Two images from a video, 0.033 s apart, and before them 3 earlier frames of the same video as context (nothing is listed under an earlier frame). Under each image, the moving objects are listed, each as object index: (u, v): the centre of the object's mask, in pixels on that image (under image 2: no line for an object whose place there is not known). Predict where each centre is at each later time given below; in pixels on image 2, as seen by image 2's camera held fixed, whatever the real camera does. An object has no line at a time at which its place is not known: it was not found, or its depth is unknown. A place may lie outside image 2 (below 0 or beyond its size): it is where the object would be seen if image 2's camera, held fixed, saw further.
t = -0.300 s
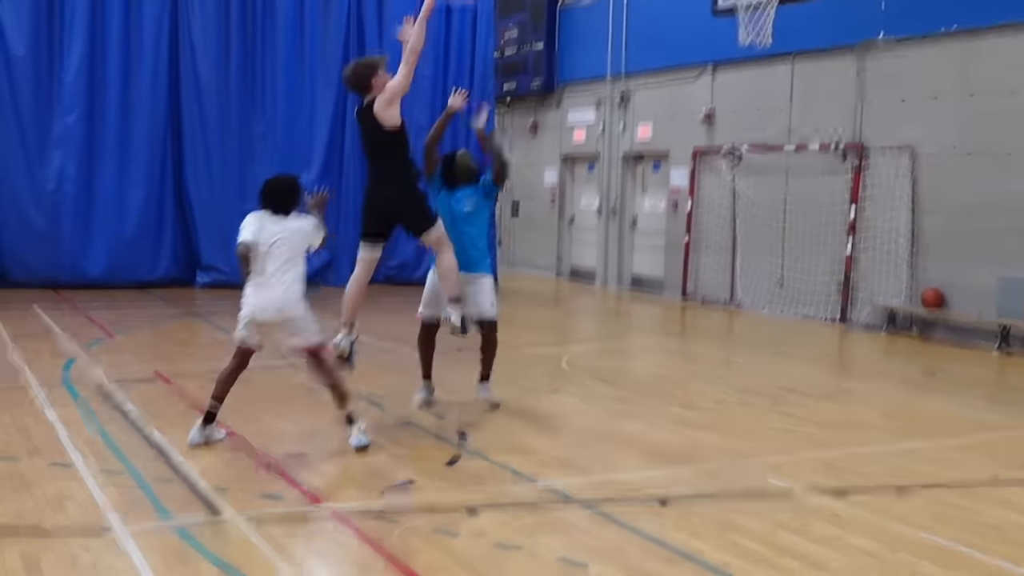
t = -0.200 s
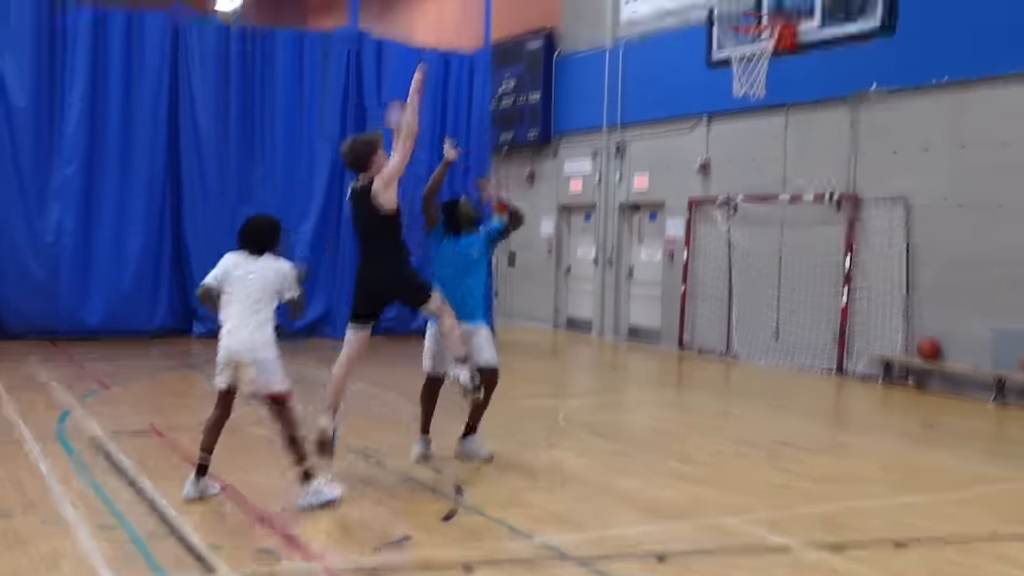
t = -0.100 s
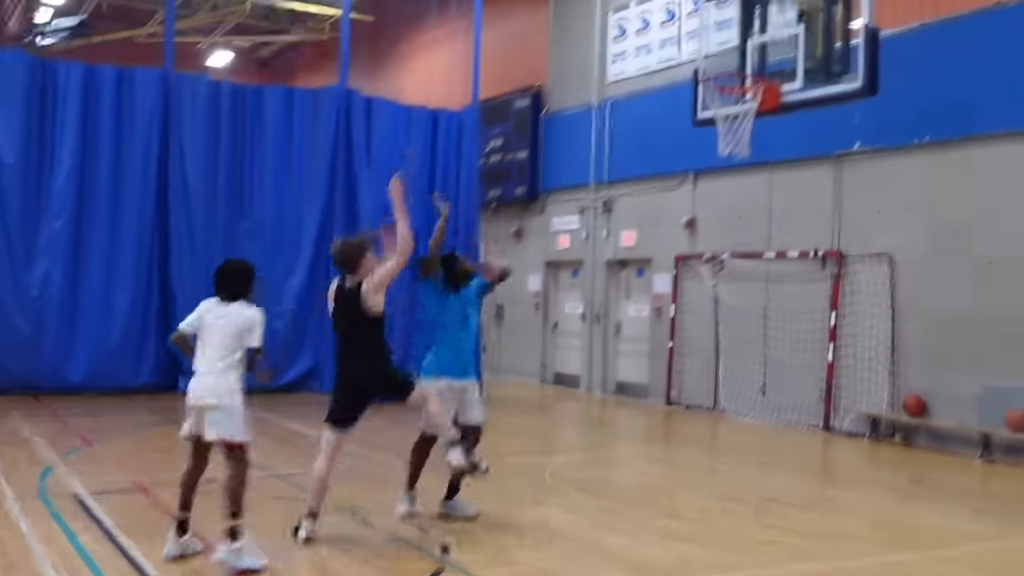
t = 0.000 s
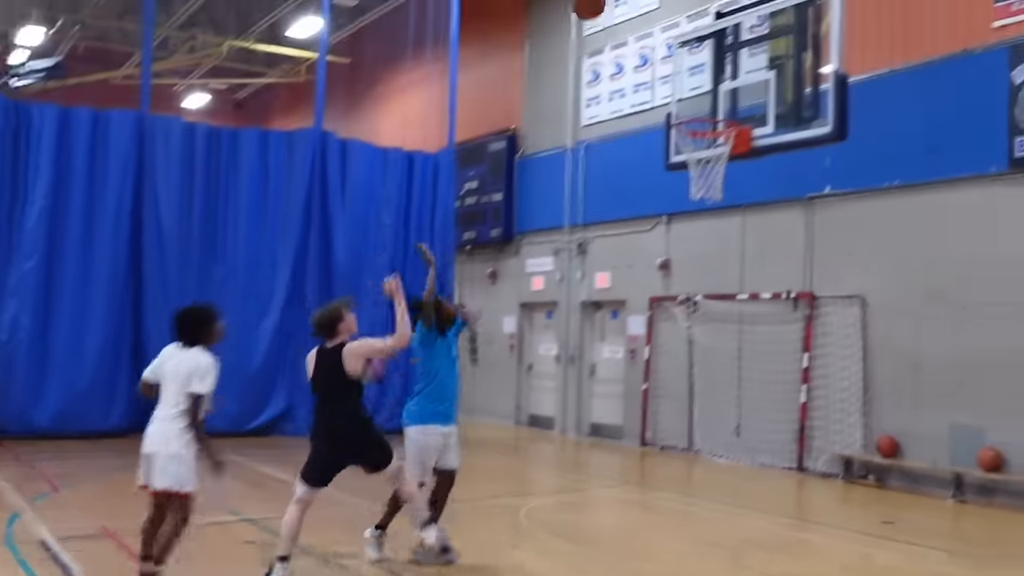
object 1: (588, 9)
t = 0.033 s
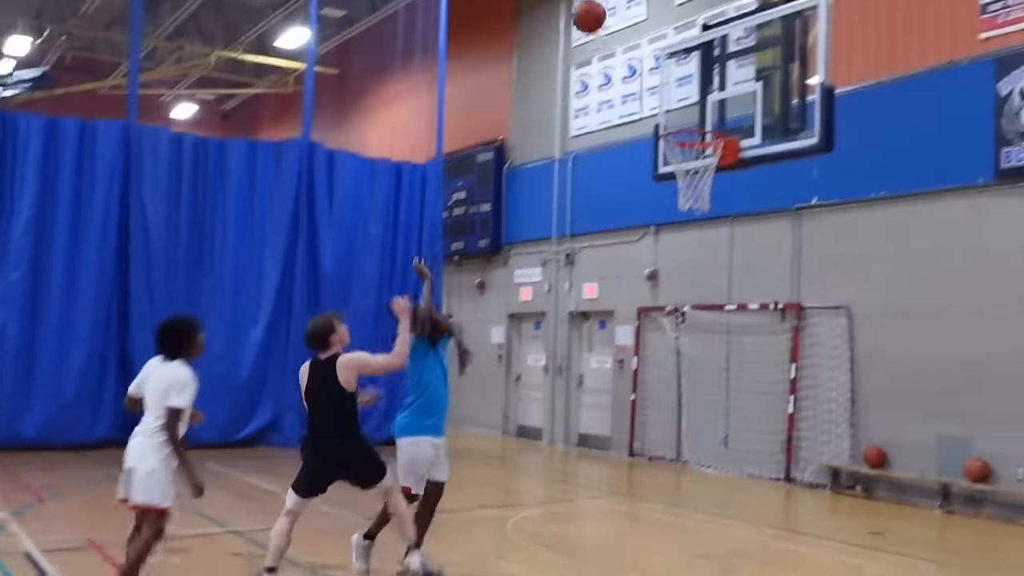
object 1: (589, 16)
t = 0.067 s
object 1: (602, 20)
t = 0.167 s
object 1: (640, 40)
